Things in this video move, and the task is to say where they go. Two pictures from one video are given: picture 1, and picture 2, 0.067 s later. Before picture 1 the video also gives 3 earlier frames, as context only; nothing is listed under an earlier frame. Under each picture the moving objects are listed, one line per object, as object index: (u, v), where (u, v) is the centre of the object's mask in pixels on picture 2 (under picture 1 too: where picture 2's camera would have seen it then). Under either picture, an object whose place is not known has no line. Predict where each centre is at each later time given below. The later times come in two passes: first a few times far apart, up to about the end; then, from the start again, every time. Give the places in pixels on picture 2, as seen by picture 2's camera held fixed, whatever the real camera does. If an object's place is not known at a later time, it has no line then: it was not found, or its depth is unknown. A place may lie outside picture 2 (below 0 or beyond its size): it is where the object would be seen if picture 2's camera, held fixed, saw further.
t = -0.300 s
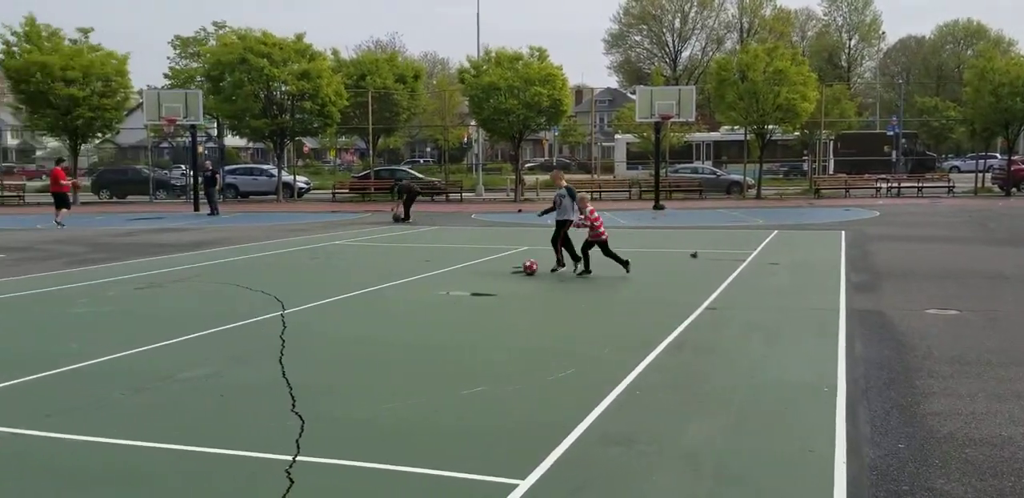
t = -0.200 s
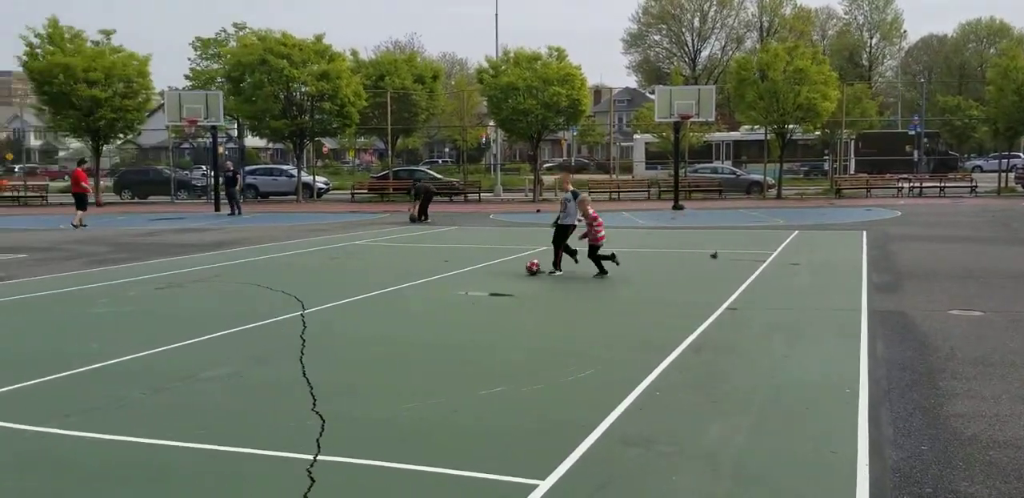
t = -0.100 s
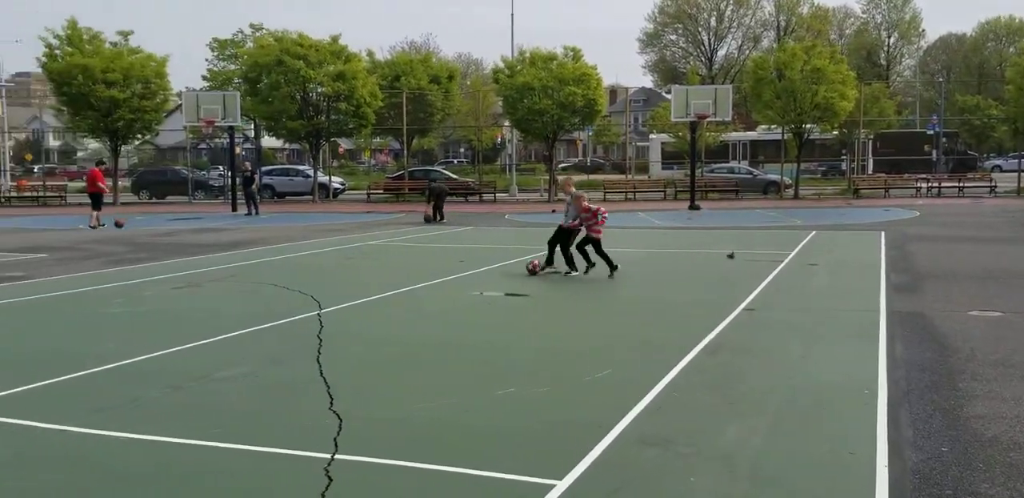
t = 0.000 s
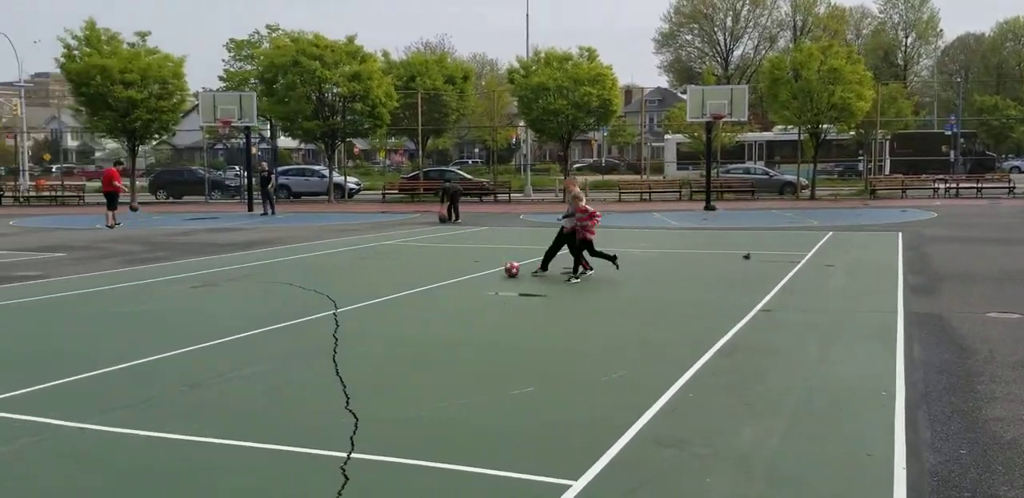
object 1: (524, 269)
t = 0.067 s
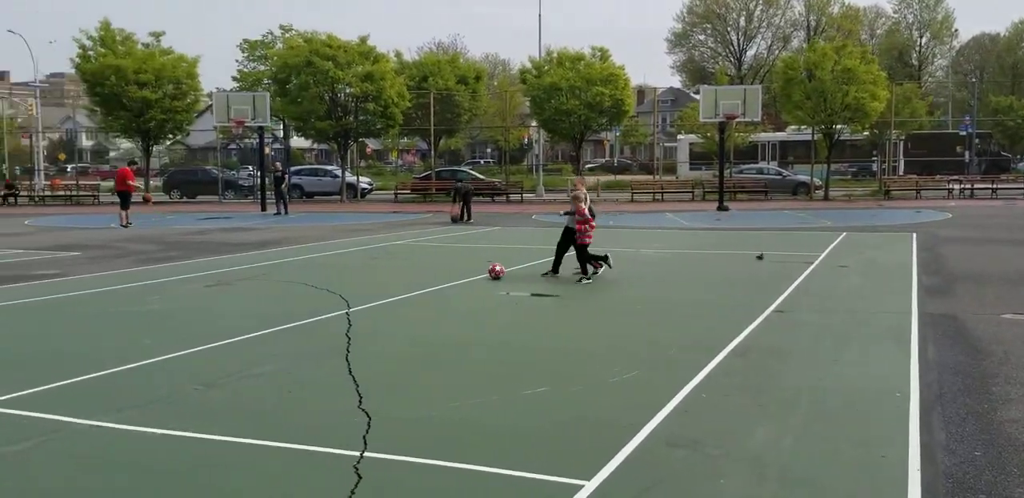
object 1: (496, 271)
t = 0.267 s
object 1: (414, 277)
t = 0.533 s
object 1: (313, 284)
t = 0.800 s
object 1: (220, 291)
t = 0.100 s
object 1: (482, 272)
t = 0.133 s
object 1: (468, 273)
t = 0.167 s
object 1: (455, 274)
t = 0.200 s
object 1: (441, 276)
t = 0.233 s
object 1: (428, 276)
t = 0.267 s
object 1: (414, 277)
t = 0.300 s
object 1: (400, 278)
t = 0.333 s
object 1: (387, 279)
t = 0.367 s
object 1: (374, 280)
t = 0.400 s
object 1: (362, 281)
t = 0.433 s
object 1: (349, 282)
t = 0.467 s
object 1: (336, 283)
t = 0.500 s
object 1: (324, 284)
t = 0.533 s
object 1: (313, 284)
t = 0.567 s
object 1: (301, 285)
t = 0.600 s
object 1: (290, 286)
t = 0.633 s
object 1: (279, 287)
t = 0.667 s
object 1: (267, 288)
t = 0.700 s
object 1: (255, 289)
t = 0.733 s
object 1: (243, 290)
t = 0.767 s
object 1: (232, 290)
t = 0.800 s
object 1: (220, 291)
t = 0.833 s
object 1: (208, 292)
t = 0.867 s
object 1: (195, 293)
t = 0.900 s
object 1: (183, 294)
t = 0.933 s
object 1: (171, 295)
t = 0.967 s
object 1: (158, 296)
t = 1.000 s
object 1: (146, 297)
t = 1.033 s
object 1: (133, 298)
